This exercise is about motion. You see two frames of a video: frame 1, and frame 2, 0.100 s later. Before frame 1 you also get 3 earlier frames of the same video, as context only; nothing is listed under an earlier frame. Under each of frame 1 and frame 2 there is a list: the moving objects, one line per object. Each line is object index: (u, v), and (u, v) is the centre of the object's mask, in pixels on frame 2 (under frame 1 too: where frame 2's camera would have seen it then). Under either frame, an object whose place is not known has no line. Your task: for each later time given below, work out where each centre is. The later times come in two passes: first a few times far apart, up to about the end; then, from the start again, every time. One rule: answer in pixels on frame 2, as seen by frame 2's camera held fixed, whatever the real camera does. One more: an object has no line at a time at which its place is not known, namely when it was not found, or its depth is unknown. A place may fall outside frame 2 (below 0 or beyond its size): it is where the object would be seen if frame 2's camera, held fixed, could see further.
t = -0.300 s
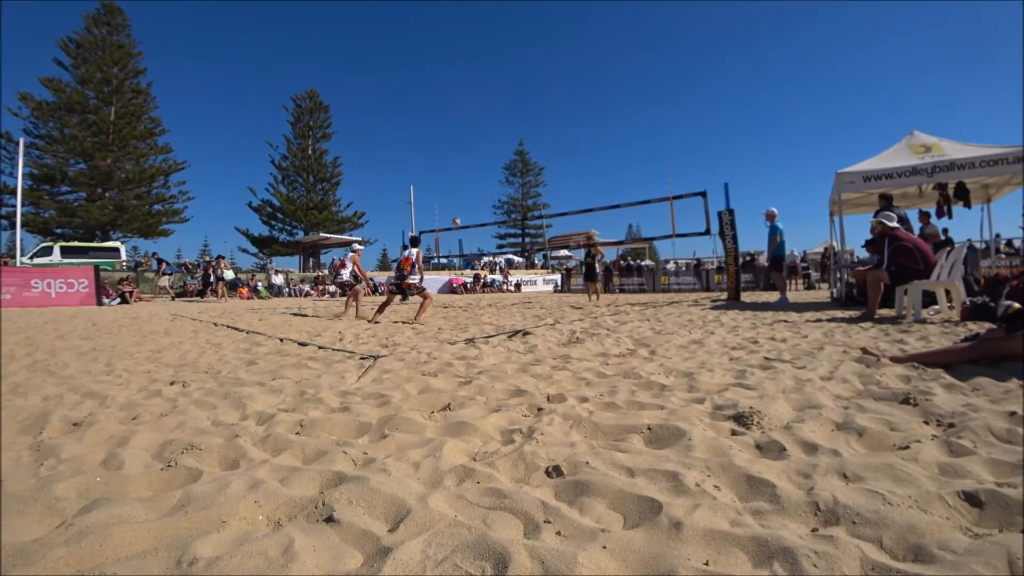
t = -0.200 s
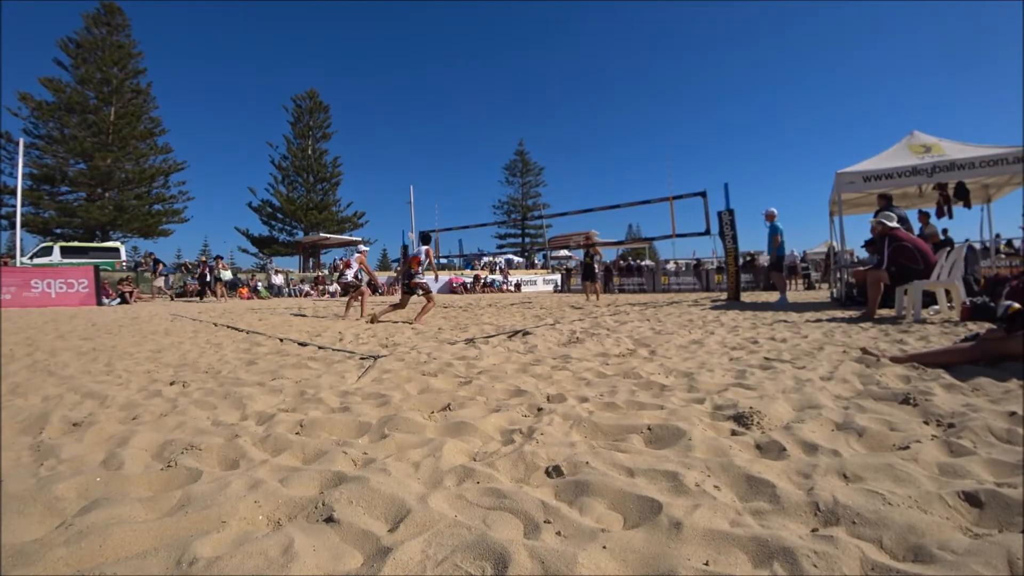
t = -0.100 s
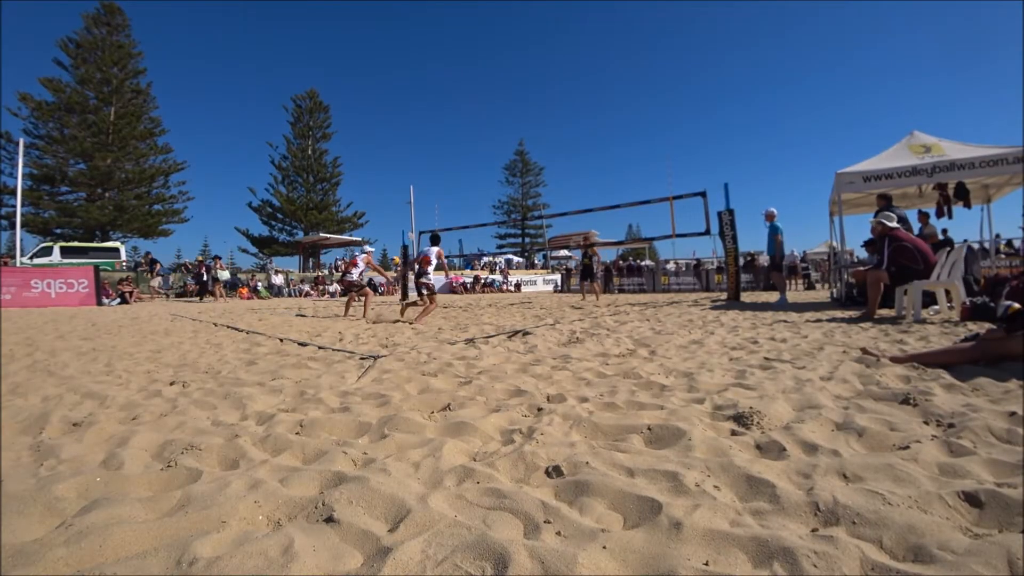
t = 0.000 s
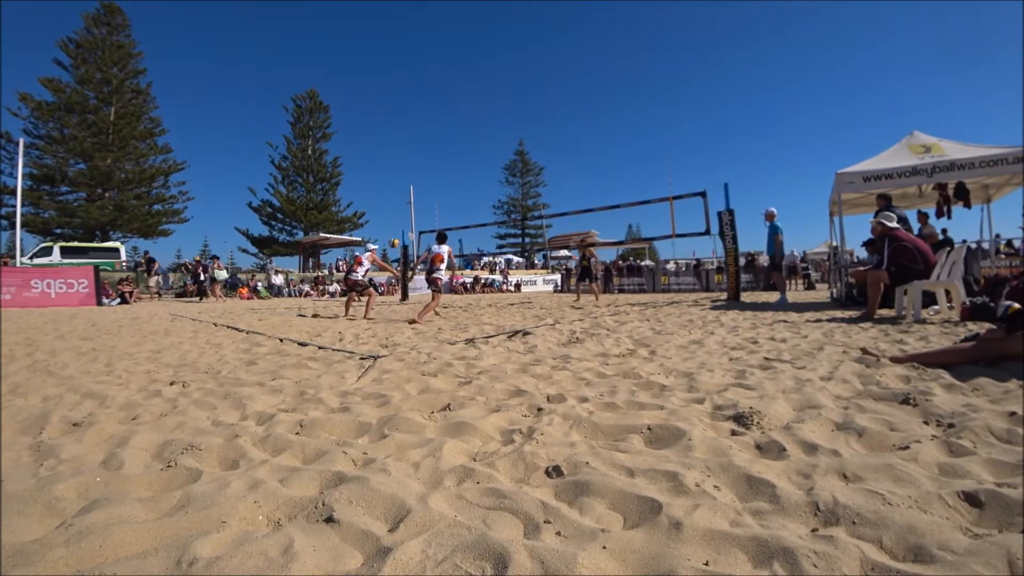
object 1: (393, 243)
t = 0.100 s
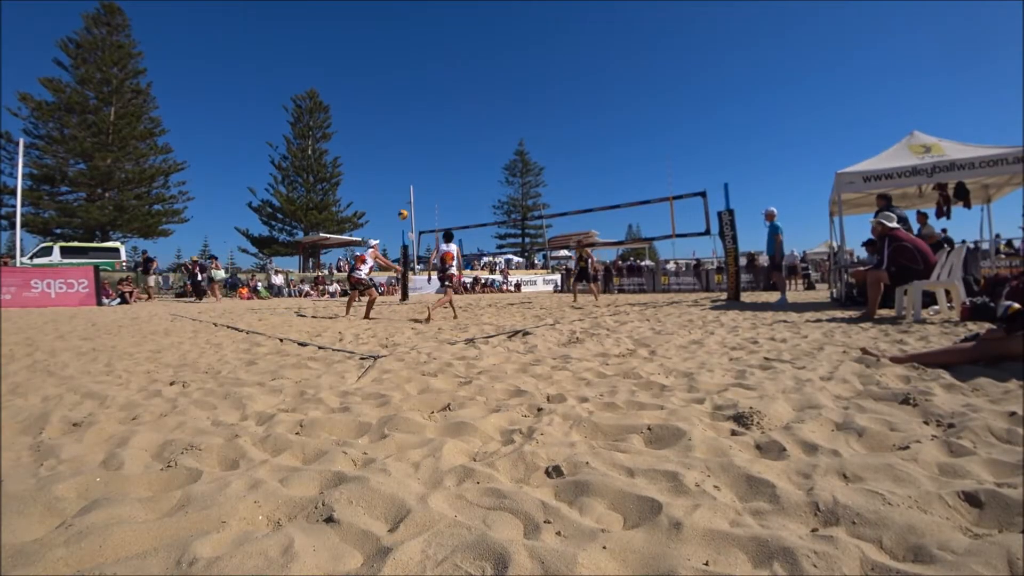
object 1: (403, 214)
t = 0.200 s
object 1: (412, 191)
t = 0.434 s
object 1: (430, 157)
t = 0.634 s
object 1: (444, 148)
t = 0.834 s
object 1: (458, 154)
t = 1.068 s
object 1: (473, 180)
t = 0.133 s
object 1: (406, 206)
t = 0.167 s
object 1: (409, 198)
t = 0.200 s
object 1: (412, 191)
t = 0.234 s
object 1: (415, 184)
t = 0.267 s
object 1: (417, 179)
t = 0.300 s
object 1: (420, 173)
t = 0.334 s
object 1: (423, 168)
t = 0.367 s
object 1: (425, 164)
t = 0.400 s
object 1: (428, 160)
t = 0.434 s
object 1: (430, 157)
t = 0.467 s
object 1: (432, 154)
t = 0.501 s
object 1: (435, 152)
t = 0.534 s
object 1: (437, 151)
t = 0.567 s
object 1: (440, 149)
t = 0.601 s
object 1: (442, 148)
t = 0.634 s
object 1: (444, 148)
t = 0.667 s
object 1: (447, 148)
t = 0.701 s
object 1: (449, 148)
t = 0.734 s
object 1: (451, 149)
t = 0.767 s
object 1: (453, 150)
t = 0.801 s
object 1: (456, 152)
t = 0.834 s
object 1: (458, 154)
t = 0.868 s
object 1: (460, 157)
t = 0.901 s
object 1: (462, 159)
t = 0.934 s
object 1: (465, 163)
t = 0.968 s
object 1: (466, 166)
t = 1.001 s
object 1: (469, 171)
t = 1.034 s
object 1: (471, 176)
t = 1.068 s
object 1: (473, 180)
